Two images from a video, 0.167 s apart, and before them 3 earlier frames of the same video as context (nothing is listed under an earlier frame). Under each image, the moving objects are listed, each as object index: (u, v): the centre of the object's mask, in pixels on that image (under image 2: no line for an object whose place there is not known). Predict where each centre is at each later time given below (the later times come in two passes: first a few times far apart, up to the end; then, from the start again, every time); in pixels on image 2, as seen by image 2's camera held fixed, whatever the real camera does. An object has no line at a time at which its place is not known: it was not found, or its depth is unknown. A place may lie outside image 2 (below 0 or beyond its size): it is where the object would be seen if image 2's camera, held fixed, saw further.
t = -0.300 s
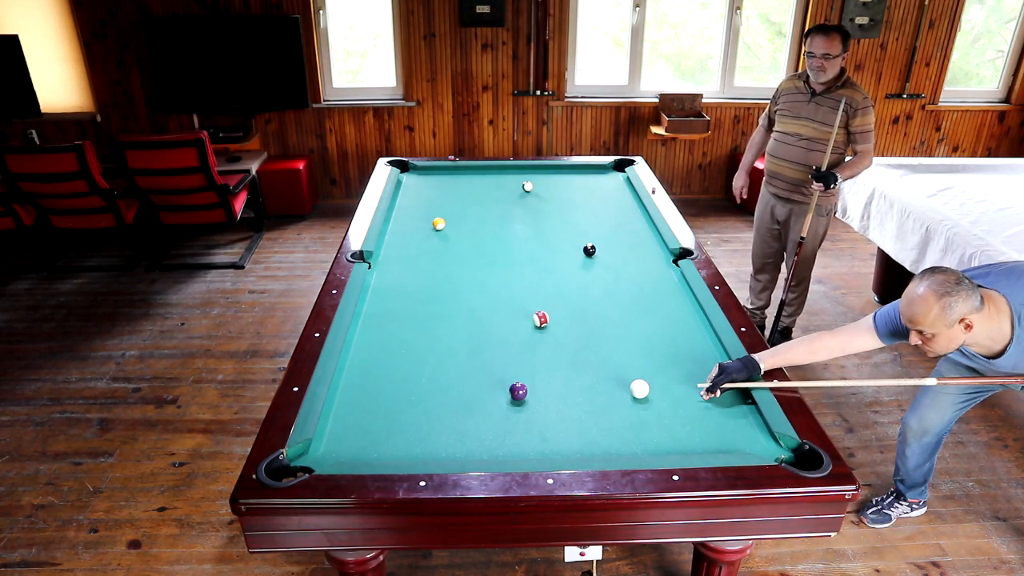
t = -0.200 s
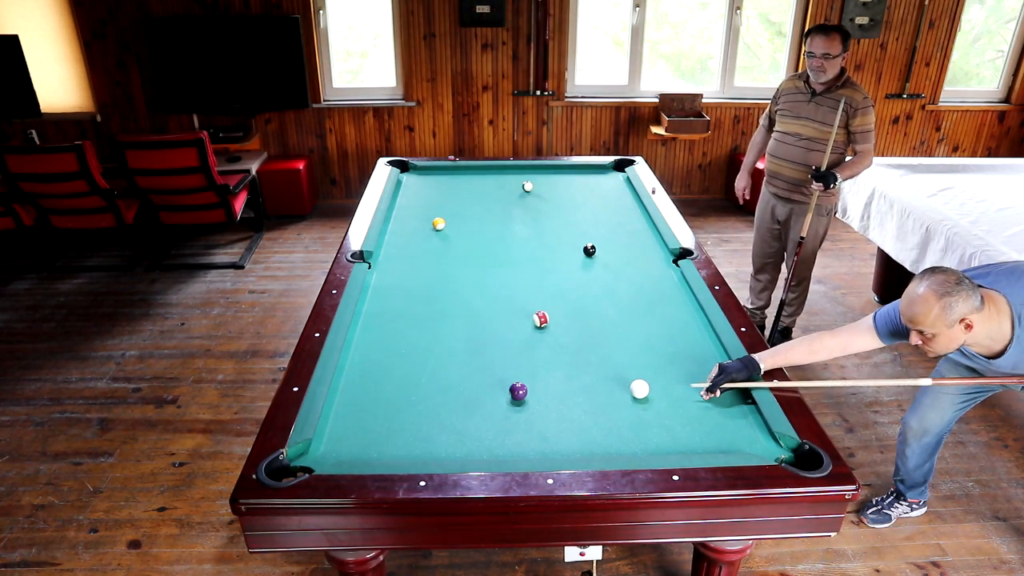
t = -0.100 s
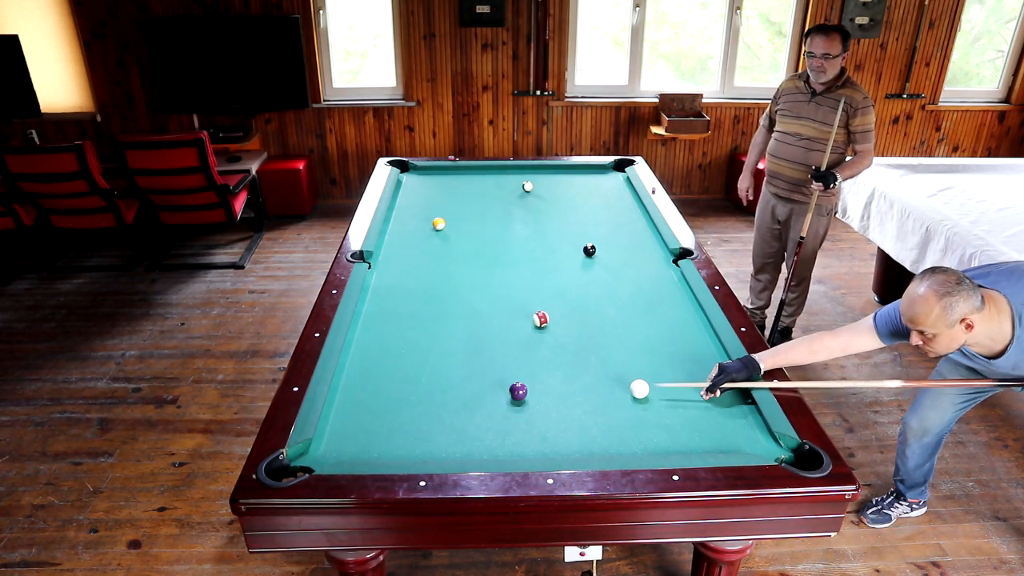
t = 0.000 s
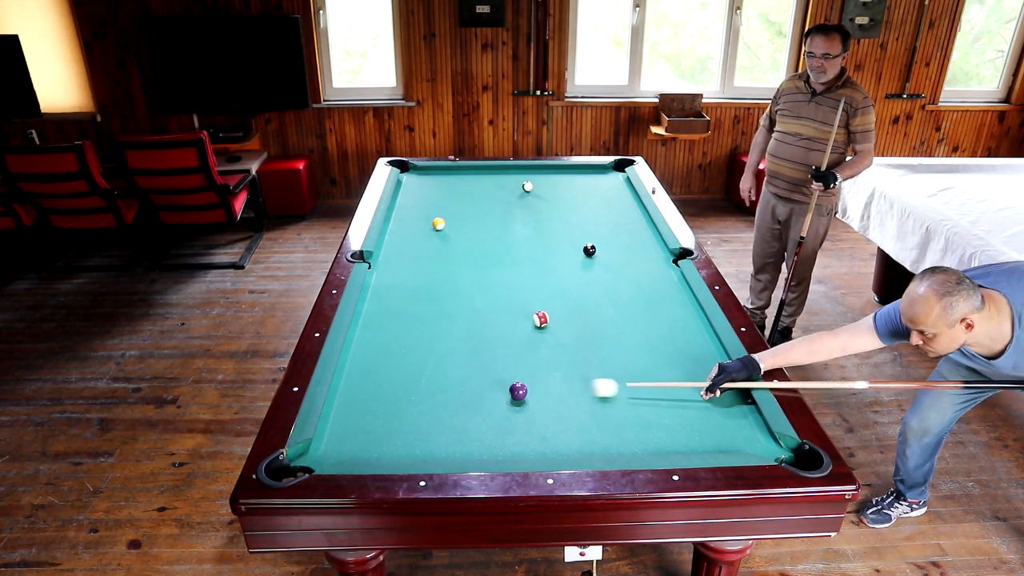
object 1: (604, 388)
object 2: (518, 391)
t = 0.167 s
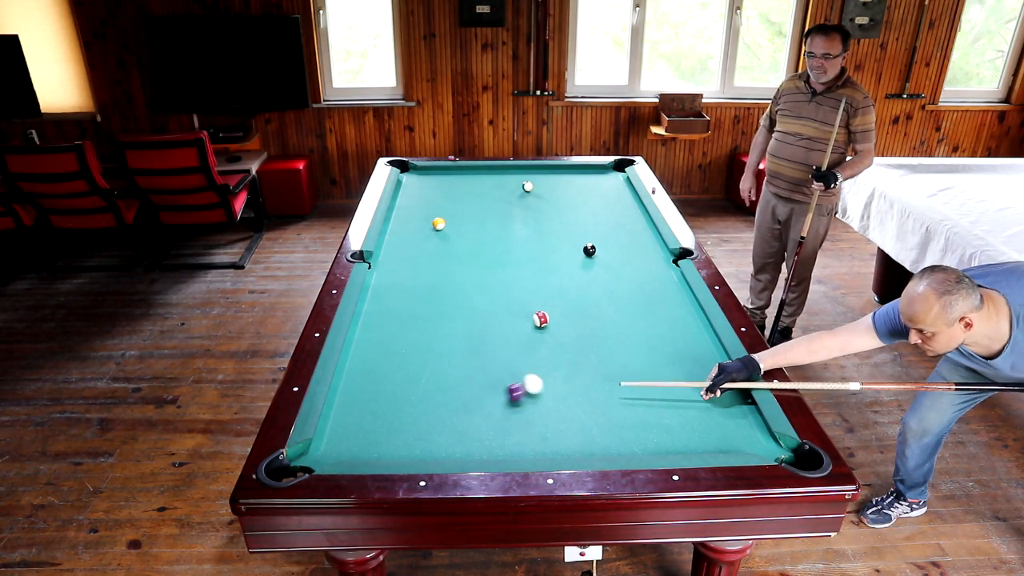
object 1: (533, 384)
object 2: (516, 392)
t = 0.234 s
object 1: (521, 377)
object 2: (498, 399)
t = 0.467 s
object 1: (474, 357)
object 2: (448, 415)
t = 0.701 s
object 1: (433, 338)
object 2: (396, 433)
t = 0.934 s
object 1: (395, 321)
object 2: (343, 450)
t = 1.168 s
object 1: (364, 306)
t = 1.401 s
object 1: (391, 295)
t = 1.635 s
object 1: (415, 285)
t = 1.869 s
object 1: (436, 276)
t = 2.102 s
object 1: (457, 268)
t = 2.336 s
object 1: (476, 260)
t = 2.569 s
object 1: (494, 252)
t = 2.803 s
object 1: (510, 246)
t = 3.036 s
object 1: (526, 239)
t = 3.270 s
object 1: (540, 233)
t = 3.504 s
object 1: (553, 228)
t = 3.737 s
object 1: (565, 223)
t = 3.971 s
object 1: (576, 218)
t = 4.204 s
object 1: (587, 214)
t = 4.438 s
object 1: (597, 210)
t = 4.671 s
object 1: (605, 206)
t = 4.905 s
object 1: (614, 203)
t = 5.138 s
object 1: (621, 199)
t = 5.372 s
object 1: (628, 196)
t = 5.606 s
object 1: (631, 194)
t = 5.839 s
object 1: (627, 192)
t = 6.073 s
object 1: (624, 191)
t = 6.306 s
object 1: (621, 189)
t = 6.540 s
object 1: (618, 188)
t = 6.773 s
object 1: (615, 188)
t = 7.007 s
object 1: (613, 187)
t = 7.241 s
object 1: (611, 186)
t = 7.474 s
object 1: (610, 186)
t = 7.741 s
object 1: (609, 186)
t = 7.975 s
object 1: (608, 185)
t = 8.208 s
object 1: (608, 185)
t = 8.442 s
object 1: (608, 186)
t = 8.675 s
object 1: (608, 186)
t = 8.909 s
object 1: (608, 186)
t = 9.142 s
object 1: (608, 186)
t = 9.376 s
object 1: (608, 186)
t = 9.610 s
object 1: (608, 186)
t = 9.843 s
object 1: (608, 186)
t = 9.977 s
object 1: (608, 186)
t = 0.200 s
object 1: (527, 380)
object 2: (506, 395)
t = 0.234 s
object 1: (521, 377)
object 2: (498, 399)
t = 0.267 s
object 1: (514, 374)
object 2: (490, 400)
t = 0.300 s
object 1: (507, 371)
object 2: (483, 403)
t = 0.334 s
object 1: (500, 368)
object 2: (477, 405)
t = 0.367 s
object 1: (494, 365)
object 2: (469, 408)
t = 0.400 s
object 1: (487, 362)
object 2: (462, 410)
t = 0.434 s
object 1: (481, 359)
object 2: (455, 413)
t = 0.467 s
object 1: (474, 357)
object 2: (448, 415)
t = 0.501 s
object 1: (468, 354)
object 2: (441, 418)
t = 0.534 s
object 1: (462, 351)
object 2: (433, 420)
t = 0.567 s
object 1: (456, 349)
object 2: (426, 423)
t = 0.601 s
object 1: (450, 346)
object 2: (418, 425)
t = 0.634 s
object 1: (444, 343)
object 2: (411, 428)
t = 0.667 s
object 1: (438, 340)
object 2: (404, 430)
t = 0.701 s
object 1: (433, 338)
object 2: (396, 433)
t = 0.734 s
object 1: (427, 335)
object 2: (389, 435)
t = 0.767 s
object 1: (421, 333)
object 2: (381, 438)
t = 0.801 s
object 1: (416, 331)
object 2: (374, 440)
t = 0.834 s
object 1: (411, 328)
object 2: (366, 443)
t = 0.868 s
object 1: (406, 326)
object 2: (359, 445)
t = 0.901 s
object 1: (400, 323)
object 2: (351, 447)
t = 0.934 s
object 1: (395, 321)
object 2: (343, 450)
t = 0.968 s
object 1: (390, 319)
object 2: (335, 452)
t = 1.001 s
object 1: (385, 317)
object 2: (327, 455)
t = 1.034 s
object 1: (380, 314)
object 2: (320, 457)
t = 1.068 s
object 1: (375, 312)
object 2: (312, 460)
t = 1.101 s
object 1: (371, 310)
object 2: (304, 464)
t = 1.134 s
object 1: (366, 308)
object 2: (297, 470)
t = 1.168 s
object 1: (364, 306)
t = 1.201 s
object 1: (368, 305)
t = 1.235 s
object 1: (372, 303)
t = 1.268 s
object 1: (376, 301)
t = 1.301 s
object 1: (380, 300)
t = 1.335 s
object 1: (384, 298)
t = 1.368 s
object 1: (387, 297)
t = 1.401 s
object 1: (391, 295)
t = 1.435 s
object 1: (394, 294)
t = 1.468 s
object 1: (398, 292)
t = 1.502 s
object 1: (401, 291)
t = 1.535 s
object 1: (404, 290)
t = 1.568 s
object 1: (408, 288)
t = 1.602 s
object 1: (411, 287)
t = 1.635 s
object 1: (415, 285)
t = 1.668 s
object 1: (418, 284)
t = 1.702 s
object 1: (421, 283)
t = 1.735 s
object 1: (424, 281)
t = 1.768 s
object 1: (427, 280)
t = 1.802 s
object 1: (430, 279)
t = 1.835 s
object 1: (434, 277)
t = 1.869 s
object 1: (436, 276)
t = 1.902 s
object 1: (440, 275)
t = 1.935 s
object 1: (443, 274)
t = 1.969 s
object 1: (446, 272)
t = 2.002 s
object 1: (448, 271)
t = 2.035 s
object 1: (452, 270)
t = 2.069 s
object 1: (454, 269)
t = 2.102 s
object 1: (457, 268)
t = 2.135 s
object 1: (460, 266)
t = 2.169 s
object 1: (463, 265)
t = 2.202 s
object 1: (466, 264)
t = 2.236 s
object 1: (468, 263)
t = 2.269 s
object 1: (471, 262)
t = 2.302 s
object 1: (474, 261)
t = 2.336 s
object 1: (476, 260)
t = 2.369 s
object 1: (479, 259)
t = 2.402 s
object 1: (482, 257)
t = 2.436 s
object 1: (484, 257)
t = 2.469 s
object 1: (487, 255)
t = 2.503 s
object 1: (489, 254)
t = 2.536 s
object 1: (492, 253)
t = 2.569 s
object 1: (494, 252)
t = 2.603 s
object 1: (496, 251)
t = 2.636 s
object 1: (499, 250)
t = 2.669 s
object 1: (501, 249)
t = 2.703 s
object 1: (503, 248)
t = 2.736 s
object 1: (506, 247)
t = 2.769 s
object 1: (508, 246)
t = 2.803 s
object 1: (510, 246)
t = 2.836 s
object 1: (513, 245)
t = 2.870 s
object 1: (515, 244)
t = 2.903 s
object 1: (517, 243)
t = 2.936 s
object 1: (519, 242)
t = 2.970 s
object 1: (521, 241)
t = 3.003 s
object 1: (524, 240)
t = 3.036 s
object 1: (526, 239)
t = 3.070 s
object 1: (528, 238)
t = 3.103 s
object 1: (530, 238)
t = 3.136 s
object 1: (532, 237)
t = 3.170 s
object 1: (534, 236)
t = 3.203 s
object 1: (536, 235)
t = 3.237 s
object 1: (538, 234)
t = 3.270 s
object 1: (540, 233)
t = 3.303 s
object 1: (542, 233)
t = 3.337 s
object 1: (544, 232)
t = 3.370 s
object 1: (546, 231)
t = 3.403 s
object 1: (547, 230)
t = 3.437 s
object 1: (549, 229)
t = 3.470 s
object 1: (551, 229)
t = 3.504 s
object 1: (553, 228)
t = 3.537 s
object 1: (555, 227)
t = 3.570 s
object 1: (556, 226)
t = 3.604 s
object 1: (558, 226)
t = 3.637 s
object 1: (560, 225)
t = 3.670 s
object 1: (562, 224)
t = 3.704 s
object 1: (563, 224)
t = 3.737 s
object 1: (565, 223)
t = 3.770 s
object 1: (567, 222)
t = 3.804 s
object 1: (568, 222)
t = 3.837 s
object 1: (570, 221)
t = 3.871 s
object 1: (572, 220)
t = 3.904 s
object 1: (573, 220)
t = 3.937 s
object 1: (575, 219)
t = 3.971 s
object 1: (576, 218)
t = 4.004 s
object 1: (578, 218)
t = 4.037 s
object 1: (580, 217)
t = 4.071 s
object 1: (581, 216)
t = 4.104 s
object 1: (583, 216)
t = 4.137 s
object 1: (584, 215)
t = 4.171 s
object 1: (585, 214)
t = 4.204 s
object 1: (587, 214)
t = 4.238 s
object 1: (588, 213)
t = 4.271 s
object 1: (590, 213)
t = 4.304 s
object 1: (591, 212)
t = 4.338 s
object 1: (593, 211)
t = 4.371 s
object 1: (594, 211)
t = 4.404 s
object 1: (595, 210)
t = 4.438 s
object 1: (597, 210)
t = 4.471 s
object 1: (598, 210)
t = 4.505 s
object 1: (599, 209)
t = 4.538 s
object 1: (600, 208)
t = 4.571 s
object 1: (602, 208)
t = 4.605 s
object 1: (603, 207)
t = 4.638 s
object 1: (604, 207)
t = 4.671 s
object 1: (605, 206)
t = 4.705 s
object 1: (607, 206)
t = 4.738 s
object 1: (608, 205)
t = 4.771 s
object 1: (609, 205)
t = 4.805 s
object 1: (610, 204)
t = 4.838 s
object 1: (611, 204)
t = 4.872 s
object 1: (613, 203)
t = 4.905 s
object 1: (614, 203)
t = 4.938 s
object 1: (615, 202)
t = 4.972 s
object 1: (616, 202)
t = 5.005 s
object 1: (617, 201)
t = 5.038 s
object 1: (618, 201)
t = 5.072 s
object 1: (619, 200)
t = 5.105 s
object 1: (620, 200)
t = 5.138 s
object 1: (621, 199)
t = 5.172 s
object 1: (622, 199)
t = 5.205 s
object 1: (623, 198)
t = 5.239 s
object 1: (624, 198)
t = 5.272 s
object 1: (625, 197)
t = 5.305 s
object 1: (626, 197)
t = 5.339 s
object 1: (627, 197)
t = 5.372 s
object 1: (628, 196)
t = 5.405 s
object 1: (629, 196)
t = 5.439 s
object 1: (630, 195)
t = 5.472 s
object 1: (631, 195)
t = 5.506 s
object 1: (632, 195)
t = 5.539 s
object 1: (632, 194)
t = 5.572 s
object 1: (632, 194)
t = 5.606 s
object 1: (631, 194)
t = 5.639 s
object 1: (631, 194)
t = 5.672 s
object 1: (630, 193)
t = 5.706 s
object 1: (629, 193)
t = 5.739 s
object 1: (629, 193)
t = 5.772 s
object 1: (629, 193)
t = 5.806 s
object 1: (628, 193)
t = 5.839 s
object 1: (627, 192)
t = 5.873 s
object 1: (627, 192)
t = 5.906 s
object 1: (626, 192)
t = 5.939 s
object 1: (626, 192)
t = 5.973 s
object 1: (625, 192)
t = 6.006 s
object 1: (625, 191)
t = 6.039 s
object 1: (624, 191)
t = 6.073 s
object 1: (624, 191)
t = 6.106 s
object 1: (623, 191)
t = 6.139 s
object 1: (623, 191)
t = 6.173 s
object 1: (622, 190)
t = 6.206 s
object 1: (622, 190)
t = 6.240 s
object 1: (621, 190)
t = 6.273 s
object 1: (621, 190)
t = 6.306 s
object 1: (621, 189)
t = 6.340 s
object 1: (620, 189)
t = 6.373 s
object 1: (620, 189)
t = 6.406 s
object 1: (619, 189)
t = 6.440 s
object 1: (619, 189)
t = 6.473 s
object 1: (618, 189)
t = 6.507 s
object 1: (618, 188)
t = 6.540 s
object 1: (618, 188)
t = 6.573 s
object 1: (617, 188)
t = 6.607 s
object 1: (617, 188)
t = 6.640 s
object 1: (616, 188)
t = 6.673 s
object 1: (616, 188)
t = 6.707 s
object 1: (616, 188)
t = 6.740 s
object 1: (615, 188)
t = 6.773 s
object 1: (615, 188)
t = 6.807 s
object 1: (615, 187)
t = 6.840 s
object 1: (614, 187)
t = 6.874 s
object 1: (614, 187)
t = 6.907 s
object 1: (614, 187)
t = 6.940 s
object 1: (613, 187)
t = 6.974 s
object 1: (613, 187)
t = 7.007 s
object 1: (613, 187)
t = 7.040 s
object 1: (613, 187)
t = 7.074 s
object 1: (612, 187)
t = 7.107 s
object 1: (612, 187)
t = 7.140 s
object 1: (612, 186)
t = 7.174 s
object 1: (612, 186)
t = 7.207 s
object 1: (611, 186)
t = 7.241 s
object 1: (611, 186)
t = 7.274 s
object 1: (611, 186)
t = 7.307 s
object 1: (611, 186)
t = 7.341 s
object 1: (611, 186)
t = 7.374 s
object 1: (610, 186)
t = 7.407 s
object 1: (610, 186)
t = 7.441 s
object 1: (610, 186)
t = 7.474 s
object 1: (610, 186)
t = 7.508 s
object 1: (610, 186)
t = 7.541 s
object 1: (609, 186)
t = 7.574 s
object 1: (609, 186)
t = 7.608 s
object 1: (609, 186)
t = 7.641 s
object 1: (609, 186)
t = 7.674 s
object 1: (609, 186)
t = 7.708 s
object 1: (609, 186)
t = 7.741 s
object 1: (609, 186)
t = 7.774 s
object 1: (609, 185)
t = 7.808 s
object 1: (608, 186)
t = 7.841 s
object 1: (608, 186)
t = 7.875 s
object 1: (608, 186)
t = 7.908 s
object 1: (608, 186)
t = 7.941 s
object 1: (608, 186)
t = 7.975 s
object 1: (608, 185)
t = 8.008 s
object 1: (608, 186)
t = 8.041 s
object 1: (608, 186)
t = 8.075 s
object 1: (608, 185)
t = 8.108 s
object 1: (608, 185)
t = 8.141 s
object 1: (608, 185)
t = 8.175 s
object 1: (608, 185)
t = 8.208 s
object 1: (608, 185)
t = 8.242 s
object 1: (608, 185)
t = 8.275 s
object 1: (608, 185)
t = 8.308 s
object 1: (608, 185)
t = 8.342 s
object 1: (608, 185)
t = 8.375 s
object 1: (608, 185)
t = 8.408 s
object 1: (608, 185)
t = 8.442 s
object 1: (608, 186)
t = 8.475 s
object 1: (608, 185)
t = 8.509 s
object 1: (608, 185)
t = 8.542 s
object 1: (608, 186)
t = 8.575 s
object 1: (608, 186)
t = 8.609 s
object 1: (608, 186)
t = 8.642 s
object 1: (608, 186)
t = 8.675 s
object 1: (608, 186)
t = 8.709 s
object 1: (608, 186)
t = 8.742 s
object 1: (608, 186)
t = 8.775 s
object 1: (608, 186)
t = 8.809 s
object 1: (608, 186)
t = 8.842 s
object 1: (608, 186)
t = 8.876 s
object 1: (608, 186)
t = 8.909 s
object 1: (608, 186)
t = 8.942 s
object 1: (608, 186)
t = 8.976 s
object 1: (608, 186)
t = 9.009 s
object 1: (608, 186)
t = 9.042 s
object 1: (608, 186)
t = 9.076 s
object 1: (608, 186)
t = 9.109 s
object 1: (608, 186)
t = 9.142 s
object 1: (608, 186)
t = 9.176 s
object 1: (608, 186)
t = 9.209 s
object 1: (608, 186)
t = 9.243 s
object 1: (608, 186)
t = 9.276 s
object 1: (608, 186)
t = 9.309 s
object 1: (608, 186)
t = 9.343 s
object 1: (608, 186)
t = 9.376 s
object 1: (608, 186)
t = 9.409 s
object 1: (608, 186)
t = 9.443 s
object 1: (608, 186)
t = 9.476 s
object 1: (608, 186)
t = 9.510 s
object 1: (608, 186)
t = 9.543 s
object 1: (608, 186)
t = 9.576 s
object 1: (608, 186)
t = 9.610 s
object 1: (608, 186)
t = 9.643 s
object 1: (608, 186)
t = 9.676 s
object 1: (608, 186)
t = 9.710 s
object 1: (608, 186)
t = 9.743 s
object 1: (608, 186)
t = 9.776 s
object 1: (608, 186)
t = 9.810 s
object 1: (608, 186)
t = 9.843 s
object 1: (608, 186)
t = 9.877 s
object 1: (608, 186)
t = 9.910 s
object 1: (608, 186)
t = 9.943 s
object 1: (608, 186)
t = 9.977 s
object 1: (608, 186)
